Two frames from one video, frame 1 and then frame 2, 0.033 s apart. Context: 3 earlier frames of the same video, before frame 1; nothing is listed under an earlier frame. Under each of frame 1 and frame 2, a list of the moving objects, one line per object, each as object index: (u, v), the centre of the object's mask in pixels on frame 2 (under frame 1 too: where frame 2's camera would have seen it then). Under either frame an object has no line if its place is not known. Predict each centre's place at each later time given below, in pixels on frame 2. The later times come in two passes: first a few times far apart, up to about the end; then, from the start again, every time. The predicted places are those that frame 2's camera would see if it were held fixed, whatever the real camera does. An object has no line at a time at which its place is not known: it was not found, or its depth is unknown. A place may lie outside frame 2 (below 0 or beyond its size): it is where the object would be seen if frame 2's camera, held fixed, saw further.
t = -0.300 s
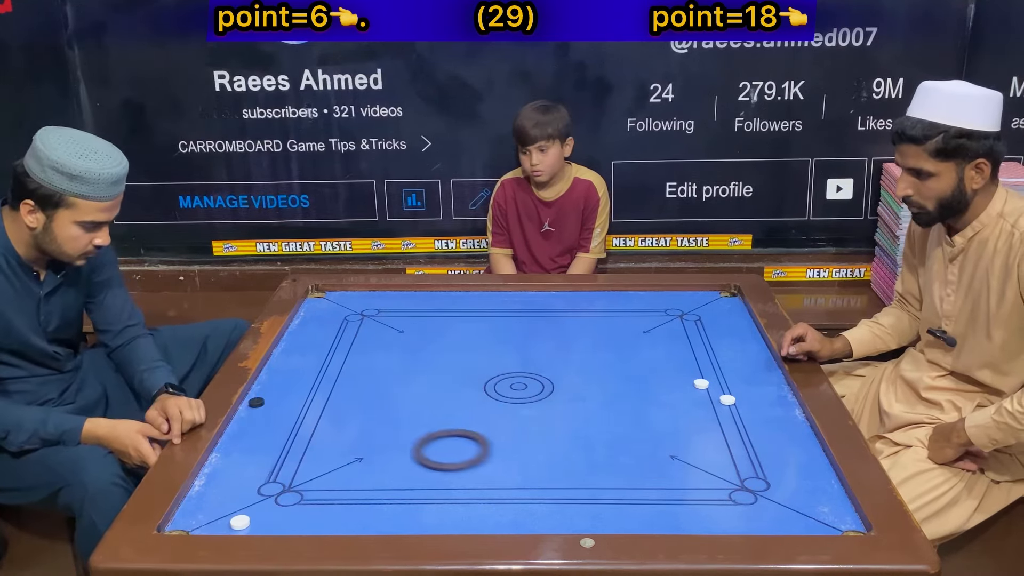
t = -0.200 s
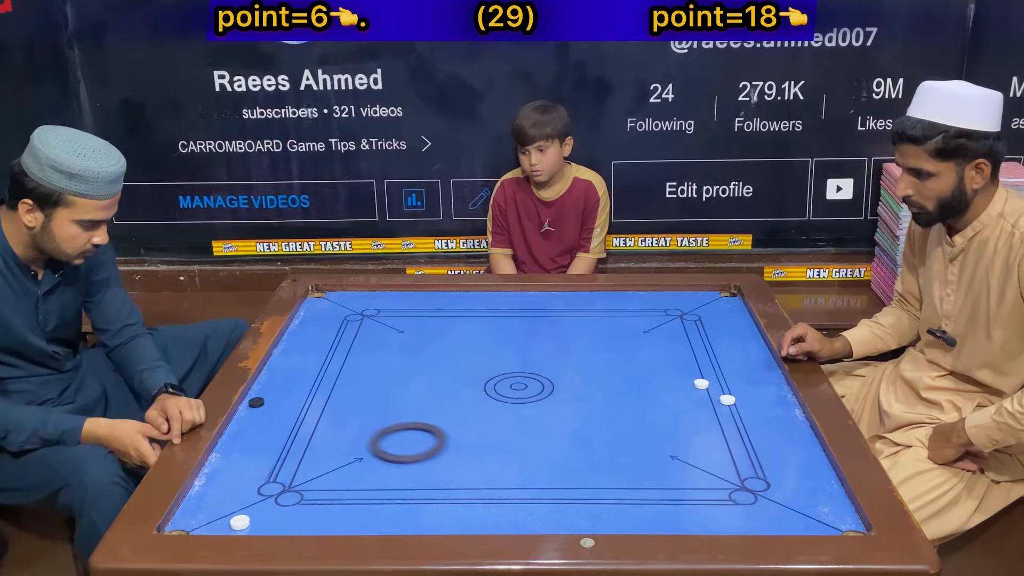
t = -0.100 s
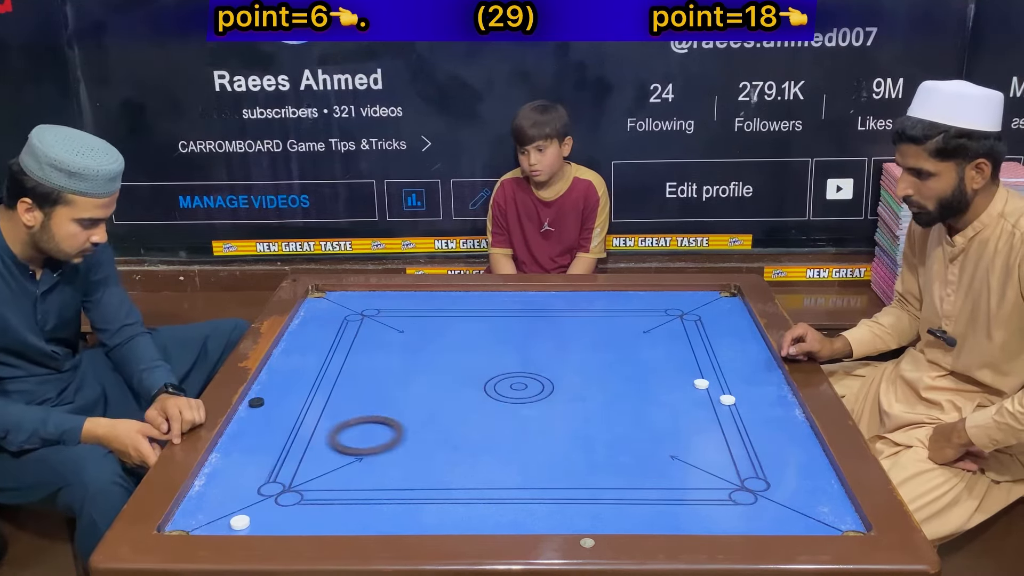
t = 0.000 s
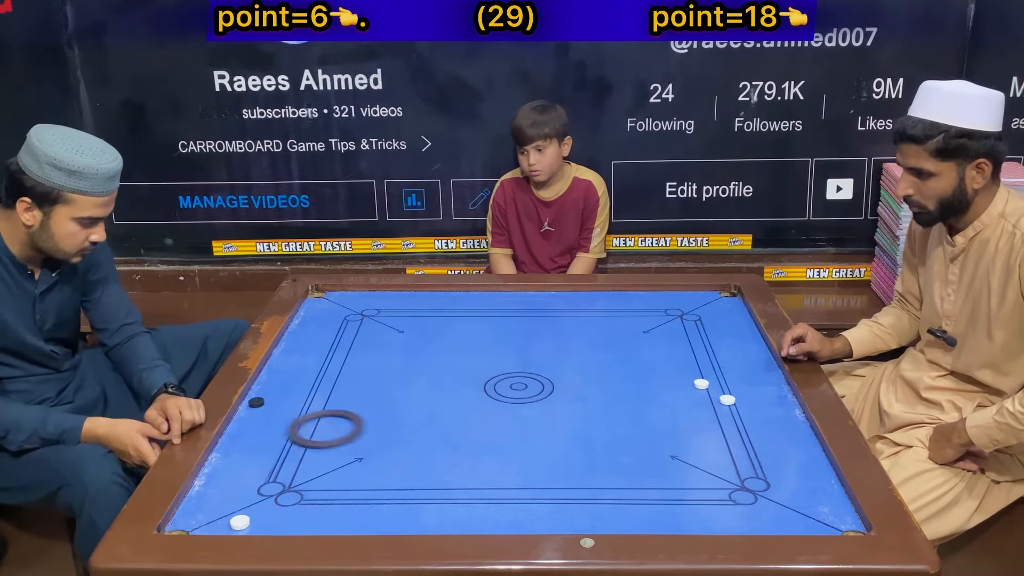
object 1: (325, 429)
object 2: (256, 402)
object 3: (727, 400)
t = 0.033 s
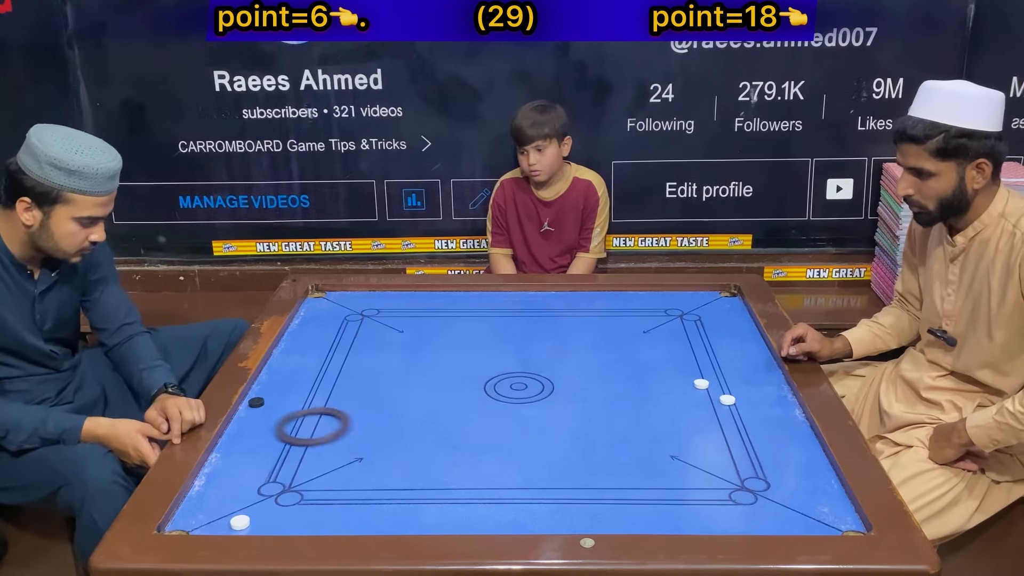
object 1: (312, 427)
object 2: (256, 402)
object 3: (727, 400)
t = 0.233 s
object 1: (289, 419)
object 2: (263, 392)
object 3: (727, 399)
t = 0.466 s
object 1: (355, 417)
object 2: (306, 374)
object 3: (727, 400)
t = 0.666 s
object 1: (409, 416)
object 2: (336, 361)
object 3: (727, 400)
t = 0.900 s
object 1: (469, 415)
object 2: (367, 348)
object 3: (727, 400)
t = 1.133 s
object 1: (525, 413)
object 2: (392, 338)
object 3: (727, 400)
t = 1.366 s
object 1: (578, 412)
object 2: (412, 330)
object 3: (727, 400)
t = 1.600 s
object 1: (626, 410)
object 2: (427, 325)
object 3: (727, 400)
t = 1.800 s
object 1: (664, 409)
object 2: (438, 322)
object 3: (727, 400)
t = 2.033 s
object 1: (703, 408)
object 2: (446, 320)
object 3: (746, 397)
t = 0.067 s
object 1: (300, 425)
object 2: (256, 402)
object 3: (727, 400)
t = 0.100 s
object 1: (287, 423)
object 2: (256, 402)
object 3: (727, 400)
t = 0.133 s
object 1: (275, 421)
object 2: (256, 402)
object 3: (727, 400)
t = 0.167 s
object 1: (270, 419)
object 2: (251, 398)
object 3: (727, 400)
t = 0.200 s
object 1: (279, 419)
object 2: (256, 395)
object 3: (727, 399)
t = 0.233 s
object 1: (289, 419)
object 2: (263, 392)
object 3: (727, 399)
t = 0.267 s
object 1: (298, 419)
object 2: (269, 390)
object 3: (727, 399)
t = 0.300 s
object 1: (308, 419)
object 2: (276, 387)
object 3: (727, 399)
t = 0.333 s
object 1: (318, 418)
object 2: (282, 384)
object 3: (727, 399)
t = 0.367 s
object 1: (327, 418)
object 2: (288, 382)
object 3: (727, 399)
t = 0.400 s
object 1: (336, 418)
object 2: (294, 379)
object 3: (727, 399)
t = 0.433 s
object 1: (346, 418)
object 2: (301, 376)
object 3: (727, 399)
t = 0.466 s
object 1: (355, 417)
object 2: (306, 374)
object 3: (727, 400)
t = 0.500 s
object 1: (364, 417)
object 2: (312, 372)
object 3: (727, 400)
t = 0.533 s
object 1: (373, 417)
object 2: (317, 370)
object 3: (727, 400)
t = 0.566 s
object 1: (382, 417)
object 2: (322, 367)
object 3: (727, 399)
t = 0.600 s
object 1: (391, 417)
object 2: (327, 365)
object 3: (727, 399)
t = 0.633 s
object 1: (400, 416)
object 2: (332, 363)
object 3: (727, 399)
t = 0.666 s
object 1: (409, 416)
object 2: (336, 361)
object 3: (727, 400)
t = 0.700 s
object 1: (418, 416)
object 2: (341, 359)
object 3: (727, 400)
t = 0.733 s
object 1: (427, 416)
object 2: (346, 357)
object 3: (727, 400)
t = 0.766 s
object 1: (435, 416)
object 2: (350, 355)
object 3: (727, 400)
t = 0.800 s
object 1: (444, 415)
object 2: (354, 353)
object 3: (727, 400)
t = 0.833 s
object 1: (452, 415)
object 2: (359, 351)
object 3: (727, 400)
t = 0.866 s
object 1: (461, 415)
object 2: (363, 350)
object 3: (727, 400)
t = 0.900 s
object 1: (469, 415)
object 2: (367, 348)
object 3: (727, 400)
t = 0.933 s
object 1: (477, 414)
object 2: (371, 346)
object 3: (727, 400)
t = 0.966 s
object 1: (485, 414)
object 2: (374, 345)
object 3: (727, 400)
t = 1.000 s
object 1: (493, 414)
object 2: (378, 344)
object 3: (727, 400)
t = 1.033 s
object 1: (501, 414)
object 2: (382, 342)
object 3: (727, 400)
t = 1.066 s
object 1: (509, 414)
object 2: (385, 341)
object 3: (727, 400)
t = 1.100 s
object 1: (517, 413)
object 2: (389, 339)
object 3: (727, 400)
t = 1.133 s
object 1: (525, 413)
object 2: (392, 338)
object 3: (727, 400)
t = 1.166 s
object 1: (533, 413)
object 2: (395, 337)
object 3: (727, 400)
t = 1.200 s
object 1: (541, 413)
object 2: (398, 336)
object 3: (727, 400)
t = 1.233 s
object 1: (548, 413)
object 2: (401, 334)
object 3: (727, 400)
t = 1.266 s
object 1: (556, 413)
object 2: (404, 333)
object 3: (727, 399)
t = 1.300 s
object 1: (563, 412)
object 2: (407, 332)
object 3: (727, 400)
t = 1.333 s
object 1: (570, 412)
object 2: (409, 331)
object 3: (727, 400)
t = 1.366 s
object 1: (578, 412)
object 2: (412, 330)
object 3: (727, 400)
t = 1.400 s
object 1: (585, 412)
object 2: (415, 329)
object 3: (727, 400)
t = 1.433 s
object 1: (592, 412)
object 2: (417, 328)
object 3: (727, 400)
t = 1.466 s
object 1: (599, 411)
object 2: (419, 328)
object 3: (727, 399)
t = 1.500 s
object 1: (606, 411)
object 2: (421, 327)
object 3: (727, 399)
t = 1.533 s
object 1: (613, 411)
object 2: (424, 326)
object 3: (727, 399)
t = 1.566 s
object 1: (619, 411)
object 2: (426, 326)
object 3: (727, 400)
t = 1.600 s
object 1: (626, 410)
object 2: (427, 325)
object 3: (727, 400)
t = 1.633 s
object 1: (632, 410)
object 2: (429, 324)
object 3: (727, 400)
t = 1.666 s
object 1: (639, 410)
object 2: (431, 324)
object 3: (727, 400)
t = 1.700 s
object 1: (645, 410)
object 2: (433, 323)
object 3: (727, 400)
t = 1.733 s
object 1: (652, 410)
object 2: (435, 323)
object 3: (727, 400)
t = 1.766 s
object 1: (658, 409)
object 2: (436, 322)
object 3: (727, 400)
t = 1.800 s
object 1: (664, 409)
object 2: (438, 322)
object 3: (727, 400)
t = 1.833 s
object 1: (670, 409)
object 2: (439, 322)
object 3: (727, 400)
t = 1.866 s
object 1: (677, 408)
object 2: (441, 321)
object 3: (727, 400)
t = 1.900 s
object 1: (682, 408)
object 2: (442, 321)
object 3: (727, 399)
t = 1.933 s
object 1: (688, 408)
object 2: (443, 321)
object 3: (728, 399)
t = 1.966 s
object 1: (694, 408)
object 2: (444, 320)
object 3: (734, 398)
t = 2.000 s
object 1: (699, 408)
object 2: (445, 320)
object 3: (740, 398)
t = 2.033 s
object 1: (703, 408)
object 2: (446, 320)
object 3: (746, 397)
